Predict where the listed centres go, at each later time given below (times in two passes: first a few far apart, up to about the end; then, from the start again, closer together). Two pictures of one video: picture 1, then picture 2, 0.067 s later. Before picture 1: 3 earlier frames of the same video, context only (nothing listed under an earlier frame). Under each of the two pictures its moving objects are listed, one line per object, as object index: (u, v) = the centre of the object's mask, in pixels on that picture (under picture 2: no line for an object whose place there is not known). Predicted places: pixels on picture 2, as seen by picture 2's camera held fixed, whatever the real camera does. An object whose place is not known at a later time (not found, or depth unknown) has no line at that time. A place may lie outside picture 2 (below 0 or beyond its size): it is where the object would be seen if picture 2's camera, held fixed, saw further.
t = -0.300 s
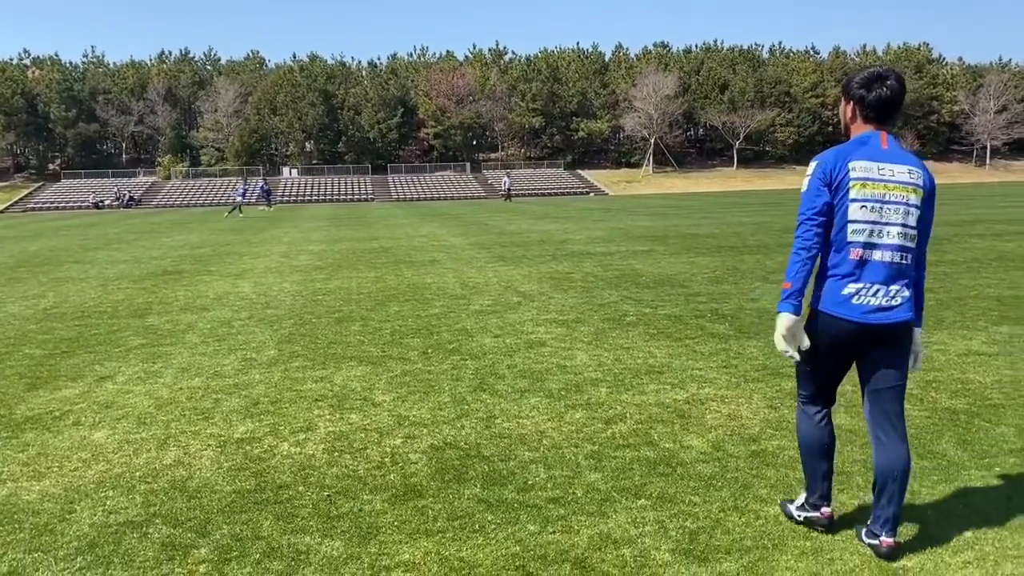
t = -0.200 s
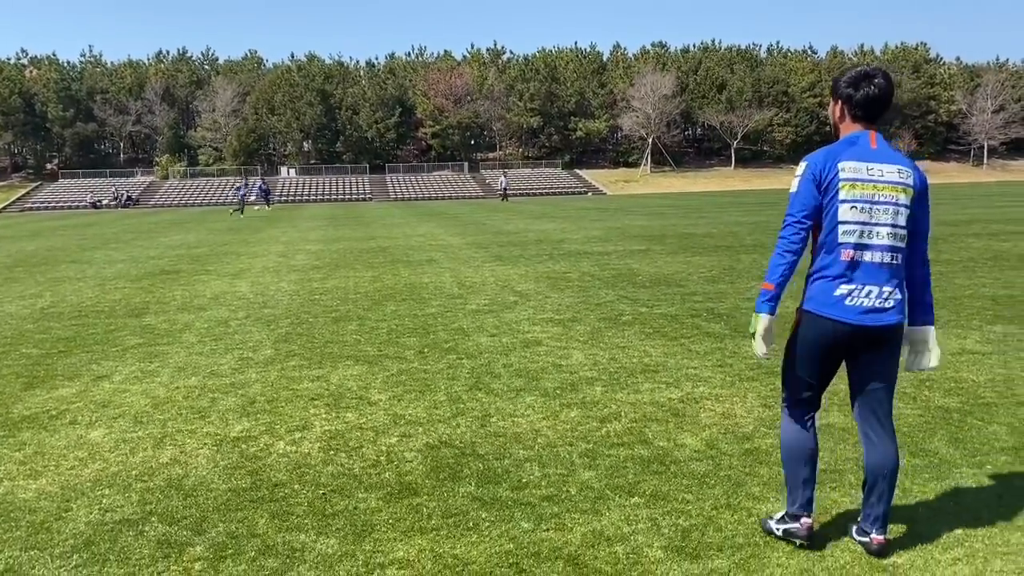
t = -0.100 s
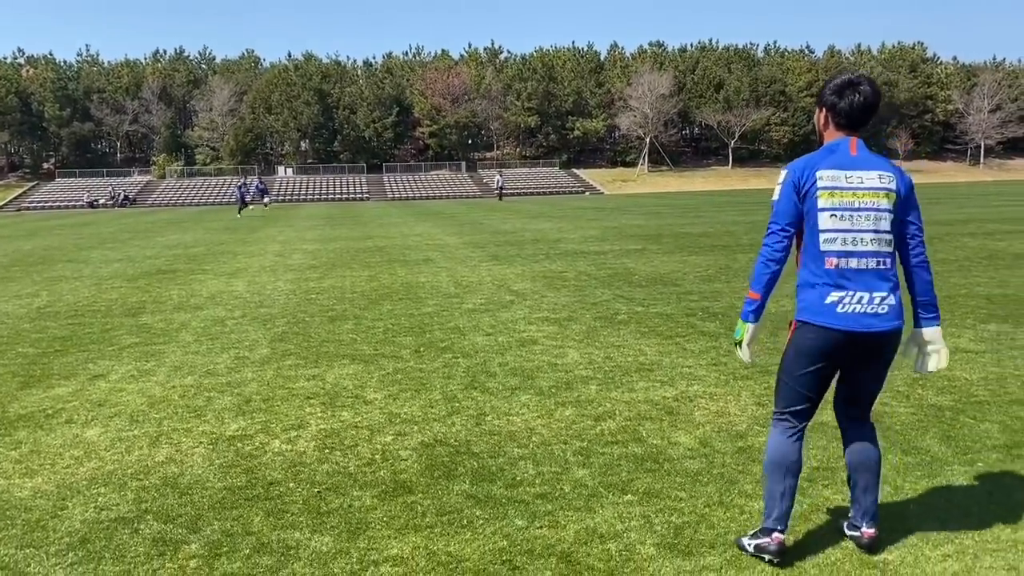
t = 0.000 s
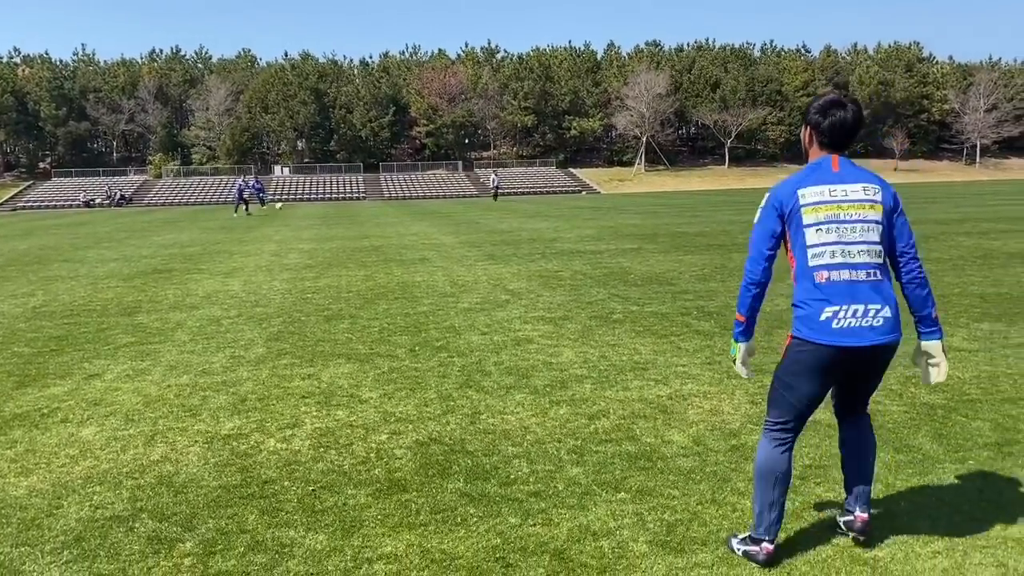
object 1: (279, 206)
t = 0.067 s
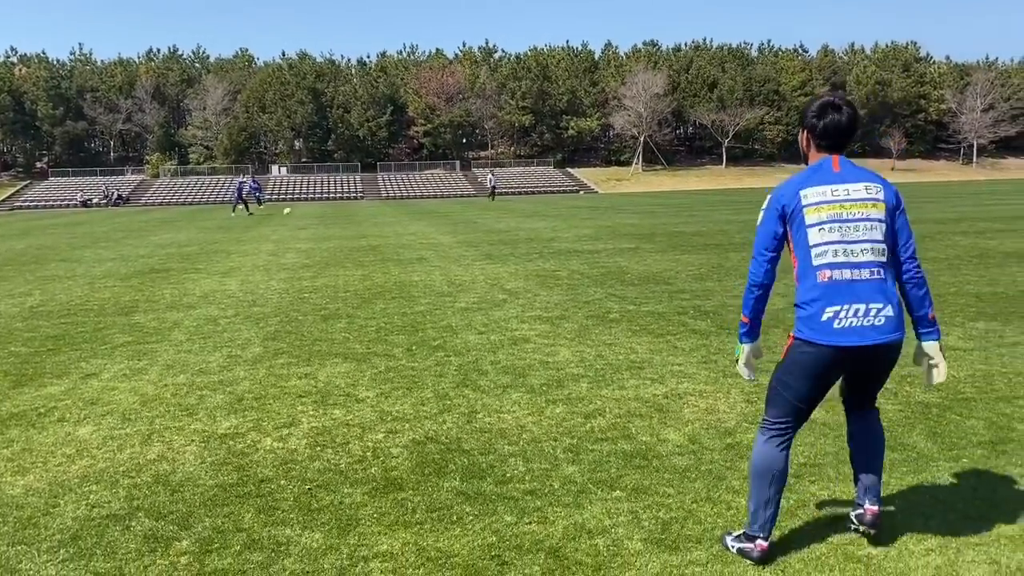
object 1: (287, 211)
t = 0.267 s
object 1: (317, 228)
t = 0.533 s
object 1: (357, 233)
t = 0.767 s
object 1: (395, 247)
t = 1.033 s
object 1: (443, 274)
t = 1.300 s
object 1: (509, 281)
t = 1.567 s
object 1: (611, 309)
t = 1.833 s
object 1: (786, 377)
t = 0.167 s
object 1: (303, 224)
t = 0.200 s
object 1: (309, 230)
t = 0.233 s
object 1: (313, 230)
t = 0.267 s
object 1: (317, 228)
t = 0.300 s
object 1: (321, 226)
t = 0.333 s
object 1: (326, 225)
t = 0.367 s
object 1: (330, 224)
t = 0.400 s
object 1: (335, 224)
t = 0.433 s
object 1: (340, 225)
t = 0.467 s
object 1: (345, 227)
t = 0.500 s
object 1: (351, 229)
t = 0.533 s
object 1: (357, 233)
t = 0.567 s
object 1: (363, 237)
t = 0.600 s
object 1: (369, 243)
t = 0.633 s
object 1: (376, 249)
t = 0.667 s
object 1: (382, 252)
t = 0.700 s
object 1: (387, 249)
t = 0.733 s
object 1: (391, 248)
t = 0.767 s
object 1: (395, 247)
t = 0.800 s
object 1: (401, 247)
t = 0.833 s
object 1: (405, 248)
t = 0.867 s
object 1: (411, 250)
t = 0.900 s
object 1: (417, 253)
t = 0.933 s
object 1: (424, 256)
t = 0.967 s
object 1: (429, 262)
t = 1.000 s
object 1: (436, 269)
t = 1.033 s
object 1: (443, 274)
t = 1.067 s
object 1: (450, 273)
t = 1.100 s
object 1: (457, 271)
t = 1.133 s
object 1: (465, 270)
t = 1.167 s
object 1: (472, 270)
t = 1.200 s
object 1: (481, 271)
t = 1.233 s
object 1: (489, 272)
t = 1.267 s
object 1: (499, 277)
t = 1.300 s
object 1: (509, 281)
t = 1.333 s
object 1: (520, 288)
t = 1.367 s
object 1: (531, 297)
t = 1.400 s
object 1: (543, 305)
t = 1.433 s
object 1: (555, 305)
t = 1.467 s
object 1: (568, 304)
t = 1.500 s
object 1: (582, 304)
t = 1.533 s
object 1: (595, 306)
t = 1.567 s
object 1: (611, 309)
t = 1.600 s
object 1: (627, 314)
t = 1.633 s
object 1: (645, 320)
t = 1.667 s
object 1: (664, 329)
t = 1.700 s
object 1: (686, 341)
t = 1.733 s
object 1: (708, 355)
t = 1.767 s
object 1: (731, 367)
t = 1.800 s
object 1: (757, 371)
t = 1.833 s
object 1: (786, 377)
